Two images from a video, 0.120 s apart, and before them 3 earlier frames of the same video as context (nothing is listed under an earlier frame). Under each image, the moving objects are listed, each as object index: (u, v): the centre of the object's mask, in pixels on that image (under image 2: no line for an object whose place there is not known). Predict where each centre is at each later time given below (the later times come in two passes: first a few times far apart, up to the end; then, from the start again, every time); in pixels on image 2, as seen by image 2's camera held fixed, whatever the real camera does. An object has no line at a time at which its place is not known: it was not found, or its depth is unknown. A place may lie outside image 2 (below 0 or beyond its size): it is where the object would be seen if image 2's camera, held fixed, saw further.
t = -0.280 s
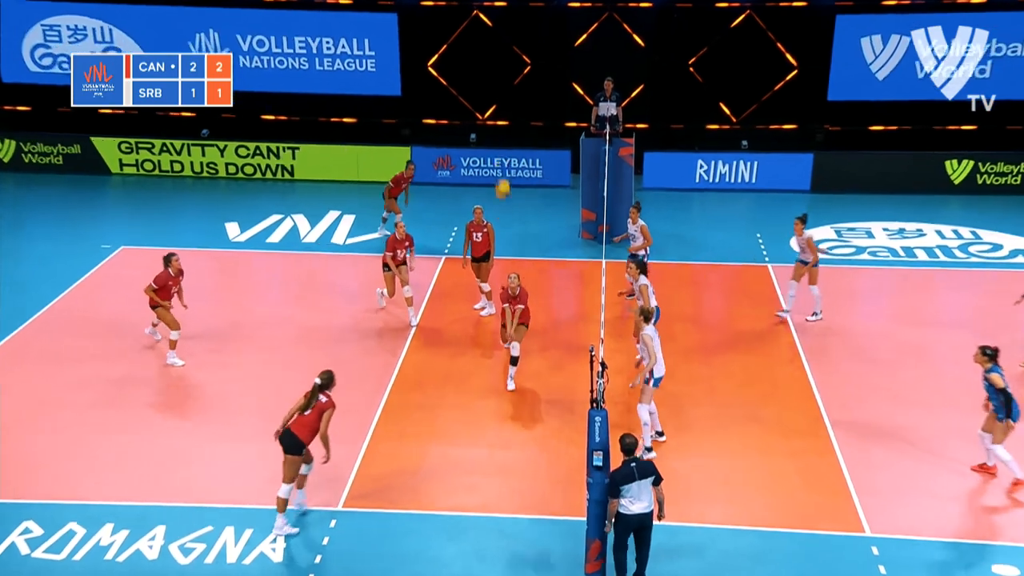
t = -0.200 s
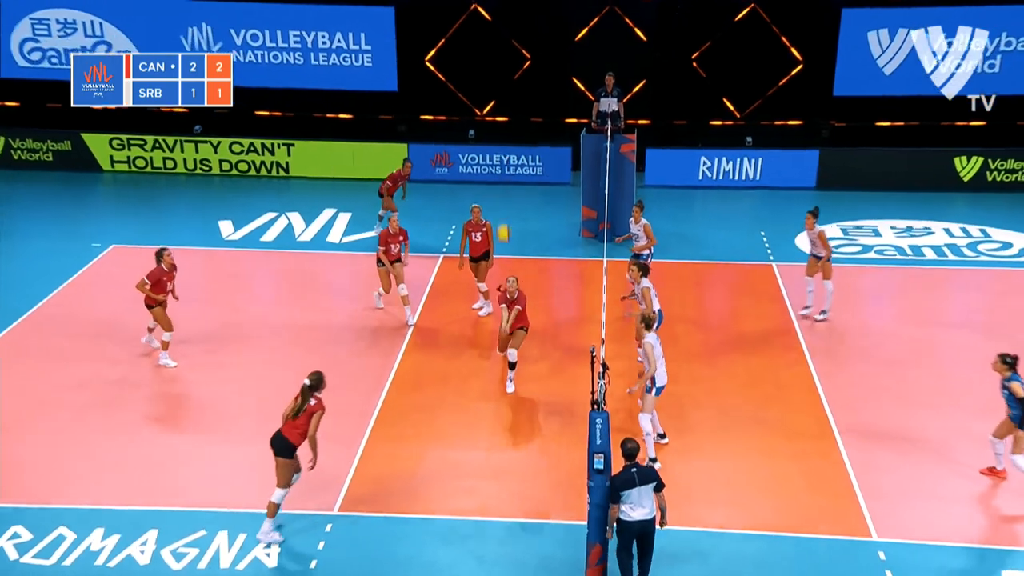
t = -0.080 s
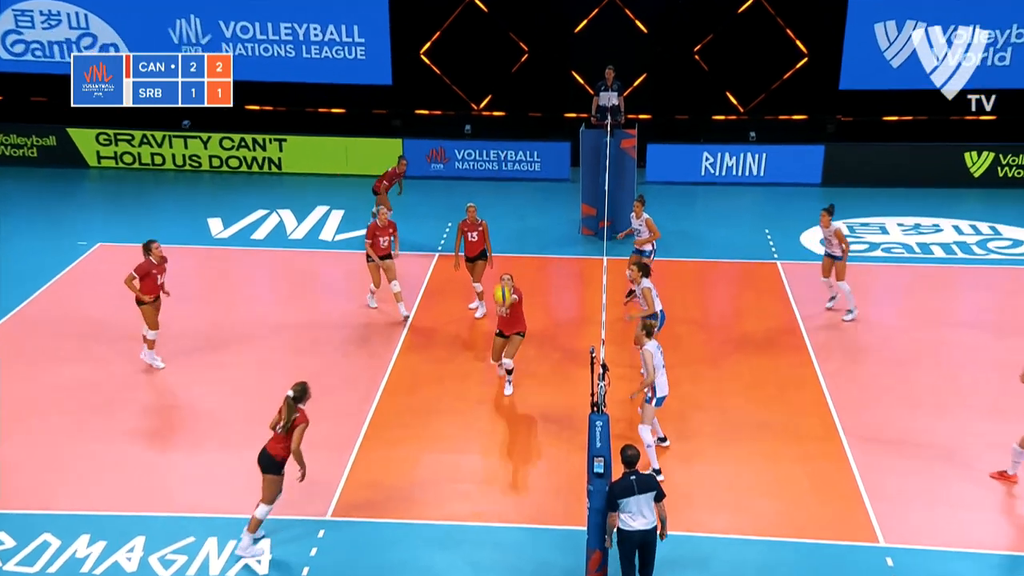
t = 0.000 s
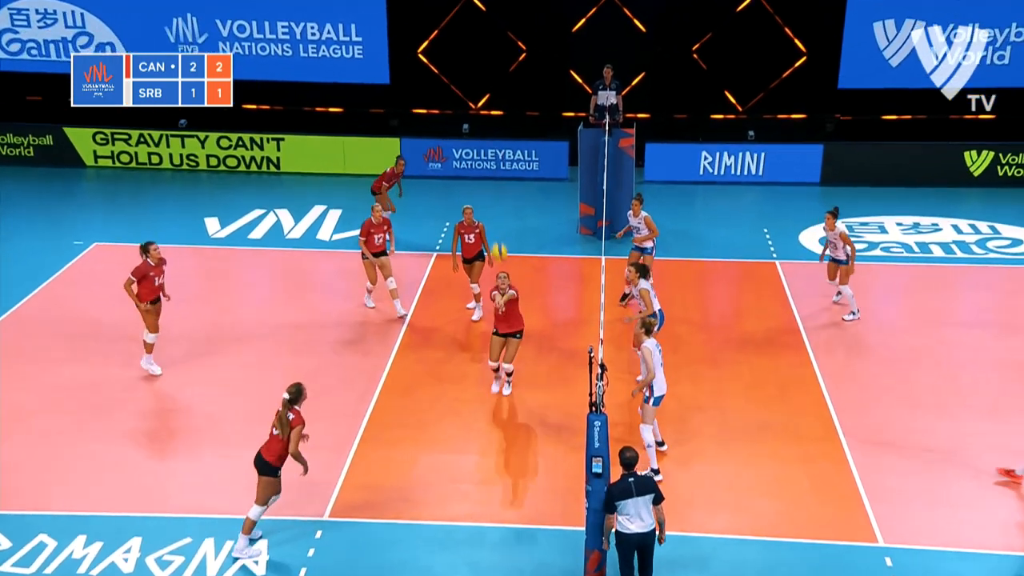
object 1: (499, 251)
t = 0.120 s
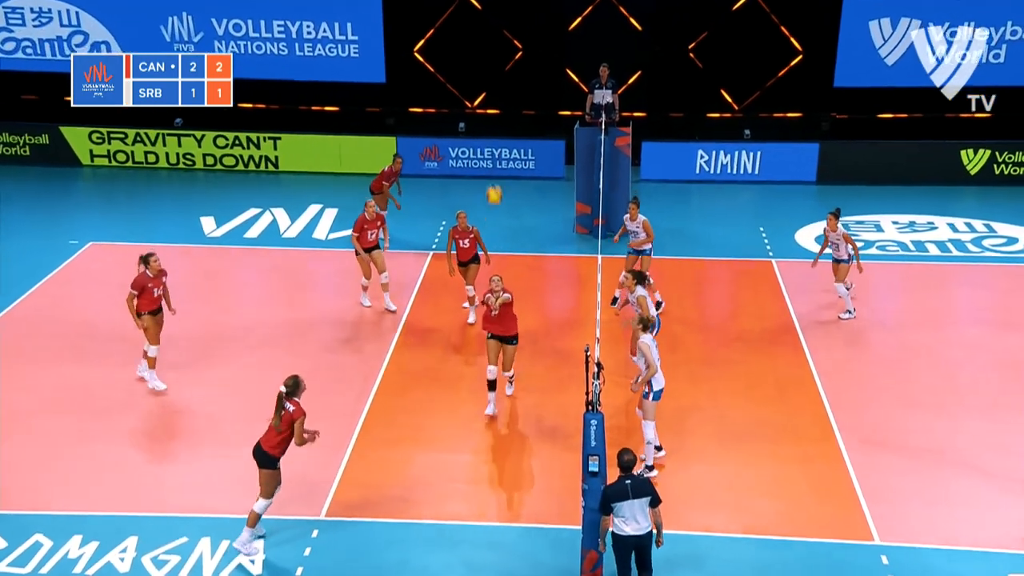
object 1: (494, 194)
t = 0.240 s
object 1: (492, 146)
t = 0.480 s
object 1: (487, 82)
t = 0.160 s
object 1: (493, 178)
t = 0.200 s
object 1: (493, 162)
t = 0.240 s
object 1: (492, 146)
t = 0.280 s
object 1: (491, 133)
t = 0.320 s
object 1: (491, 121)
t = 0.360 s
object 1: (490, 109)
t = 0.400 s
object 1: (489, 99)
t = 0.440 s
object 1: (488, 90)
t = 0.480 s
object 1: (487, 82)
